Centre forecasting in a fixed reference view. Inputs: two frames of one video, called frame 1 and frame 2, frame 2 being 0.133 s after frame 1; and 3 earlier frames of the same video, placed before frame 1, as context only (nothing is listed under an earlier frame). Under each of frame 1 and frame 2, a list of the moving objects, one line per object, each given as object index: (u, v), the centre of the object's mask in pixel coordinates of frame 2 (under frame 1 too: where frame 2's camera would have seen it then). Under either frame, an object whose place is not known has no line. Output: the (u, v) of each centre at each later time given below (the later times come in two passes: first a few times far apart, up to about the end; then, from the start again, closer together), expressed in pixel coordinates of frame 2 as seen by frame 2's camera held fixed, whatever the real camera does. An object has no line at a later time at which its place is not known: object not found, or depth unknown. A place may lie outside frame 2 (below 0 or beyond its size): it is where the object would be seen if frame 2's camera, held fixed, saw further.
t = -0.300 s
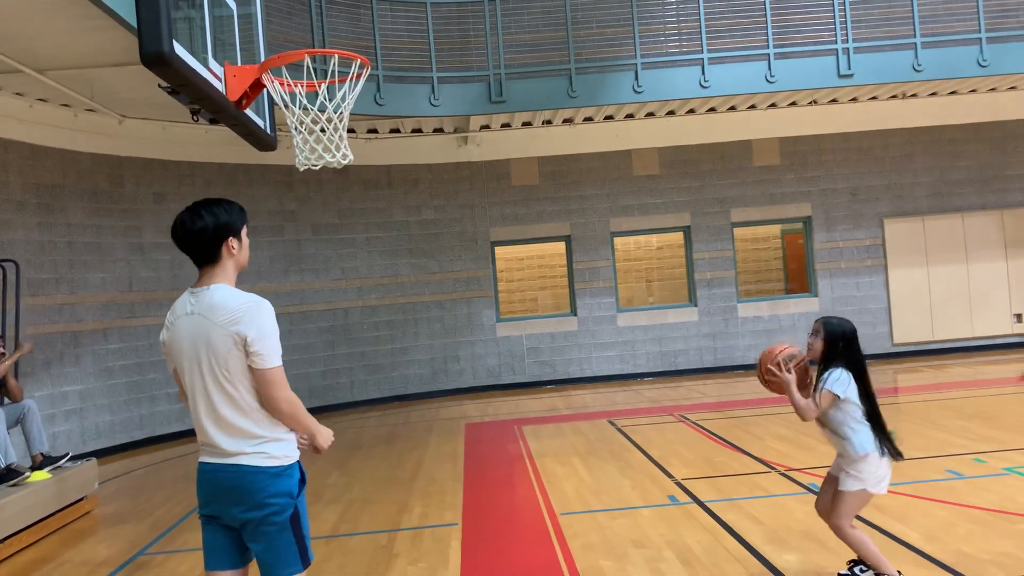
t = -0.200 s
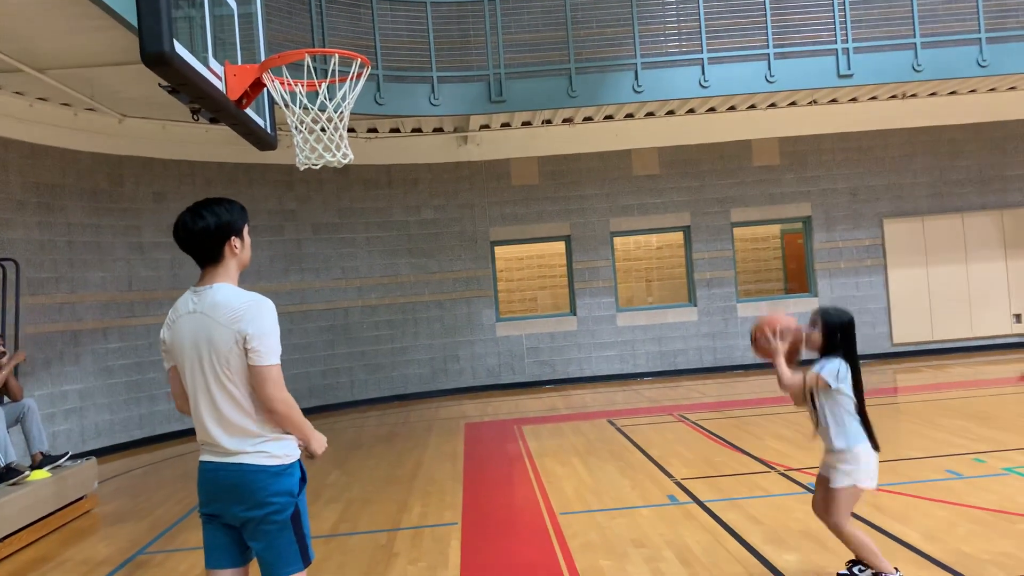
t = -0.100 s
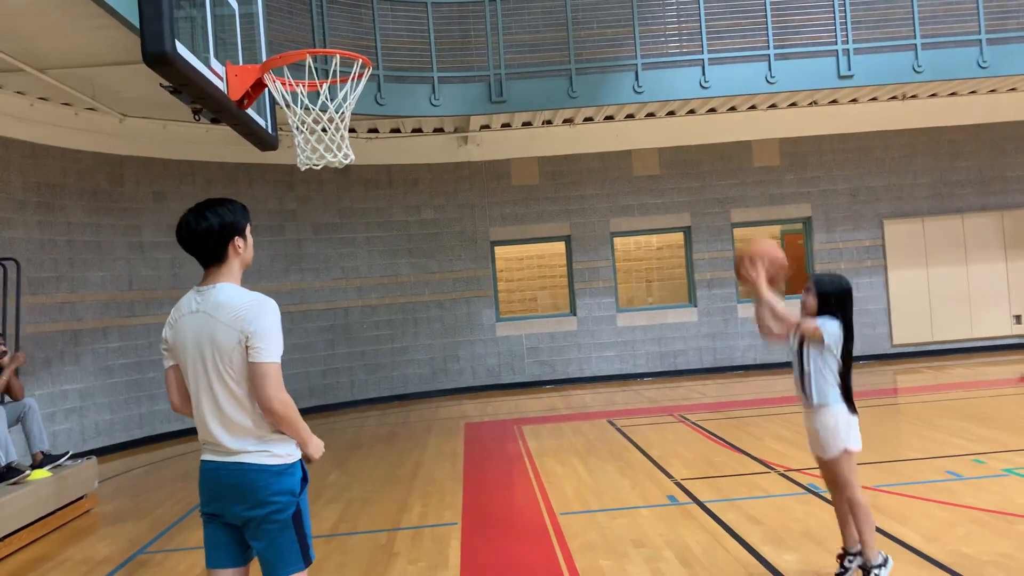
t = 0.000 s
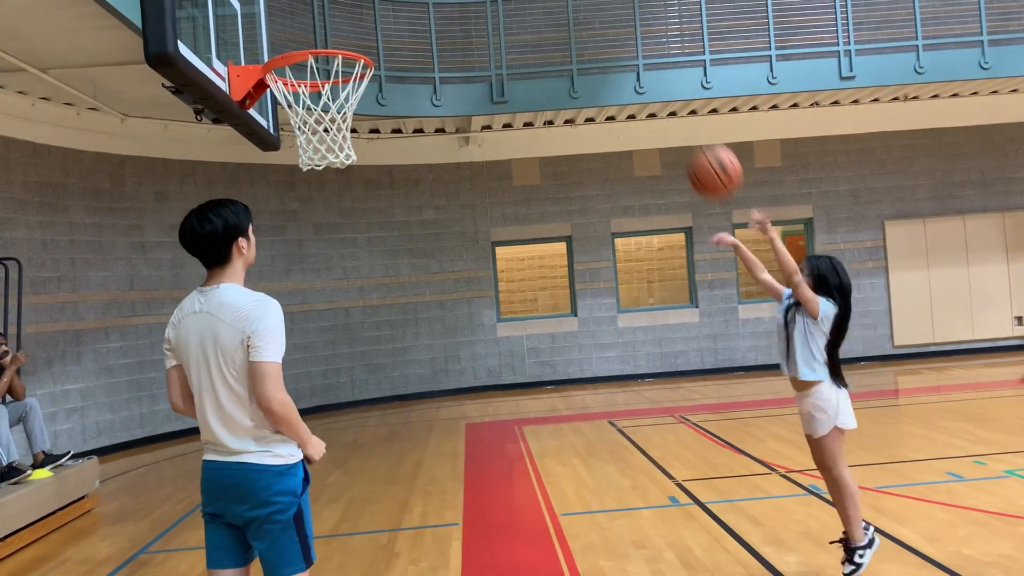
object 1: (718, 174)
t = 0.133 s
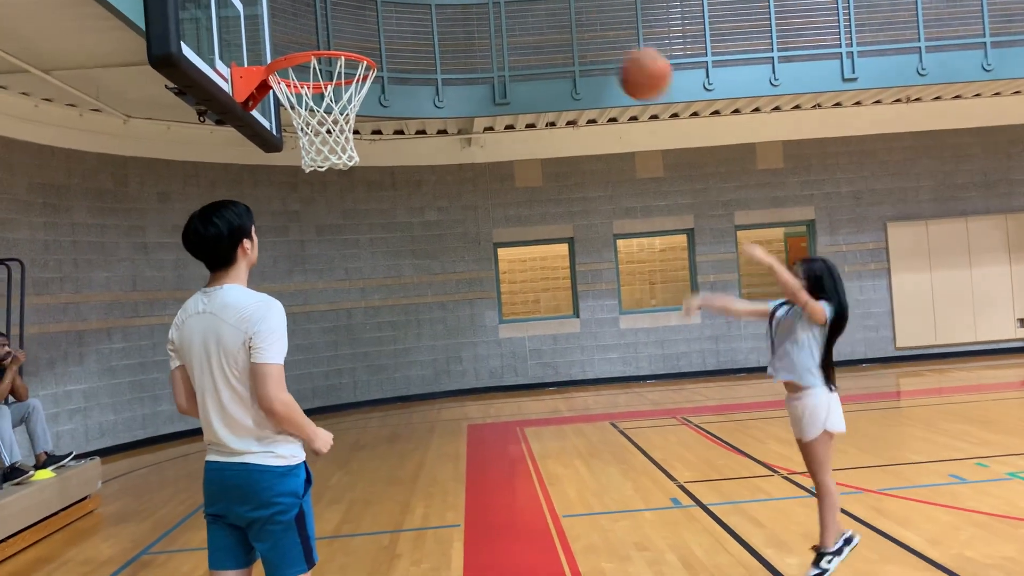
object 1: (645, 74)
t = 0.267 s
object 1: (576, 16)
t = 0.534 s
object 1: (442, 4)
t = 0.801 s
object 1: (358, 29)
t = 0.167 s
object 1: (627, 54)
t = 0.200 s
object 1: (610, 37)
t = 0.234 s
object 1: (593, 23)
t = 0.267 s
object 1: (576, 16)
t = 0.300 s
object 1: (558, 10)
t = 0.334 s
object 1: (542, 6)
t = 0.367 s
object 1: (524, 3)
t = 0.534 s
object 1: (442, 4)
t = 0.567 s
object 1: (426, 7)
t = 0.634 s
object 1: (394, 20)
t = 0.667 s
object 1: (378, 34)
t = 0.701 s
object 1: (371, 34)
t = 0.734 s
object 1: (366, 30)
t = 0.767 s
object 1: (362, 28)
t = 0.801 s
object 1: (358, 29)
